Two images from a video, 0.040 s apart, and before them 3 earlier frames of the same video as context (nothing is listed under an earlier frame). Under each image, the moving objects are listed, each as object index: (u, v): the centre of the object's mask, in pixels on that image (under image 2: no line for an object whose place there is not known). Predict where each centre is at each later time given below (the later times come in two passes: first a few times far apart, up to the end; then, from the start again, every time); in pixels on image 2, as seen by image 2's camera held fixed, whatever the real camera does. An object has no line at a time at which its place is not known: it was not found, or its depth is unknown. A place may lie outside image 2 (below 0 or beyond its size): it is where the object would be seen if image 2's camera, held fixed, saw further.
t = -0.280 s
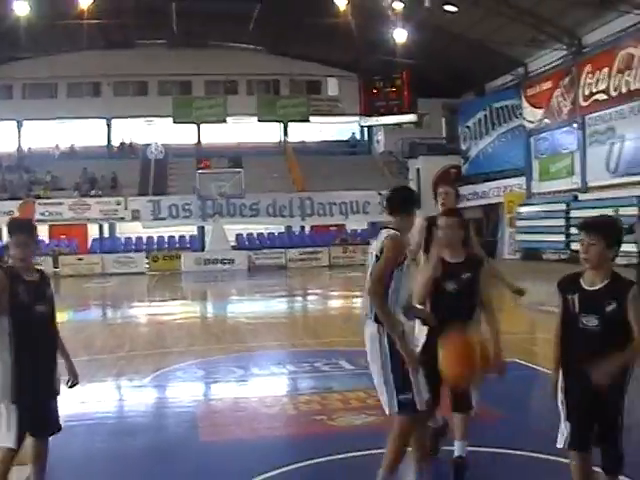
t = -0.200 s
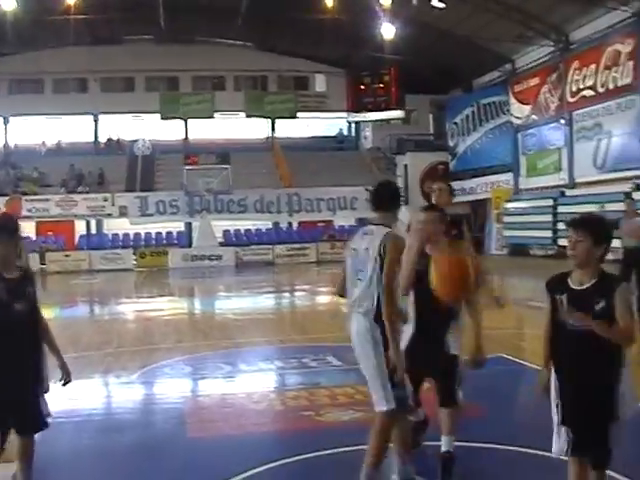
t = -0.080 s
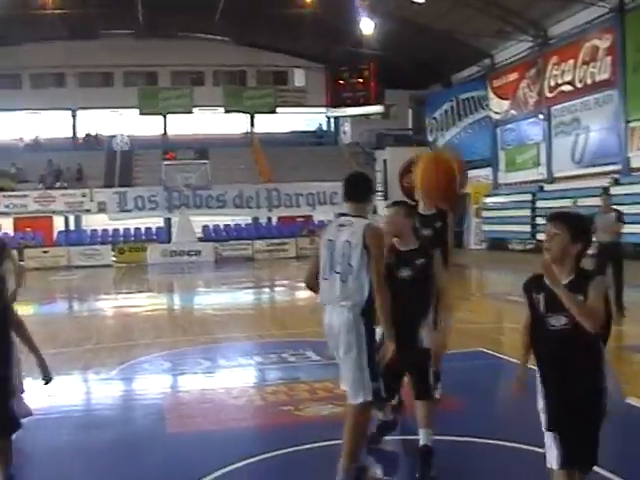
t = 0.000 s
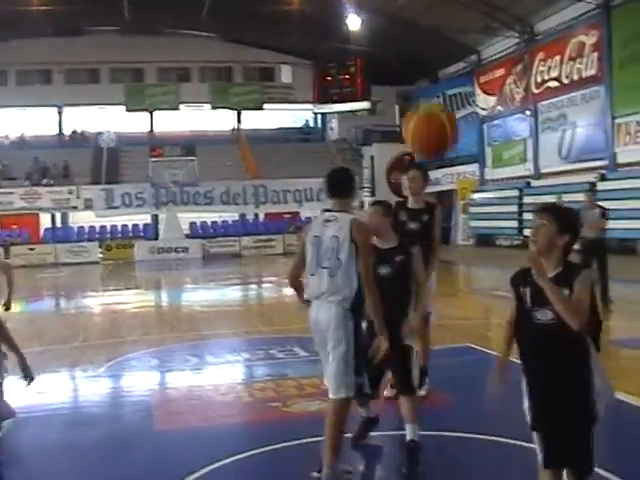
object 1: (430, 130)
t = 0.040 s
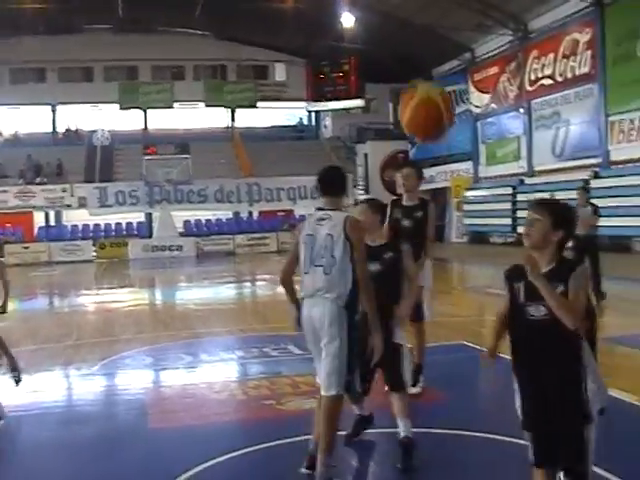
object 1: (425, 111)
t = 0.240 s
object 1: (441, 94)
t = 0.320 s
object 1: (449, 117)
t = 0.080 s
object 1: (428, 99)
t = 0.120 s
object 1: (431, 92)
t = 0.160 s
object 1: (434, 89)
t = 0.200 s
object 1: (437, 89)
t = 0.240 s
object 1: (441, 94)
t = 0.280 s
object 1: (448, 103)
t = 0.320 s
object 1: (449, 117)
